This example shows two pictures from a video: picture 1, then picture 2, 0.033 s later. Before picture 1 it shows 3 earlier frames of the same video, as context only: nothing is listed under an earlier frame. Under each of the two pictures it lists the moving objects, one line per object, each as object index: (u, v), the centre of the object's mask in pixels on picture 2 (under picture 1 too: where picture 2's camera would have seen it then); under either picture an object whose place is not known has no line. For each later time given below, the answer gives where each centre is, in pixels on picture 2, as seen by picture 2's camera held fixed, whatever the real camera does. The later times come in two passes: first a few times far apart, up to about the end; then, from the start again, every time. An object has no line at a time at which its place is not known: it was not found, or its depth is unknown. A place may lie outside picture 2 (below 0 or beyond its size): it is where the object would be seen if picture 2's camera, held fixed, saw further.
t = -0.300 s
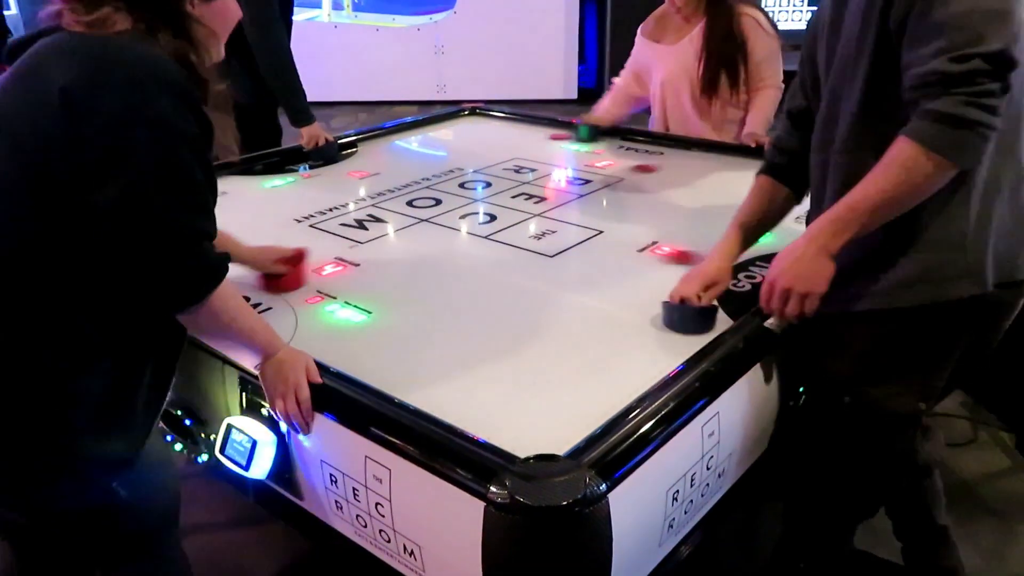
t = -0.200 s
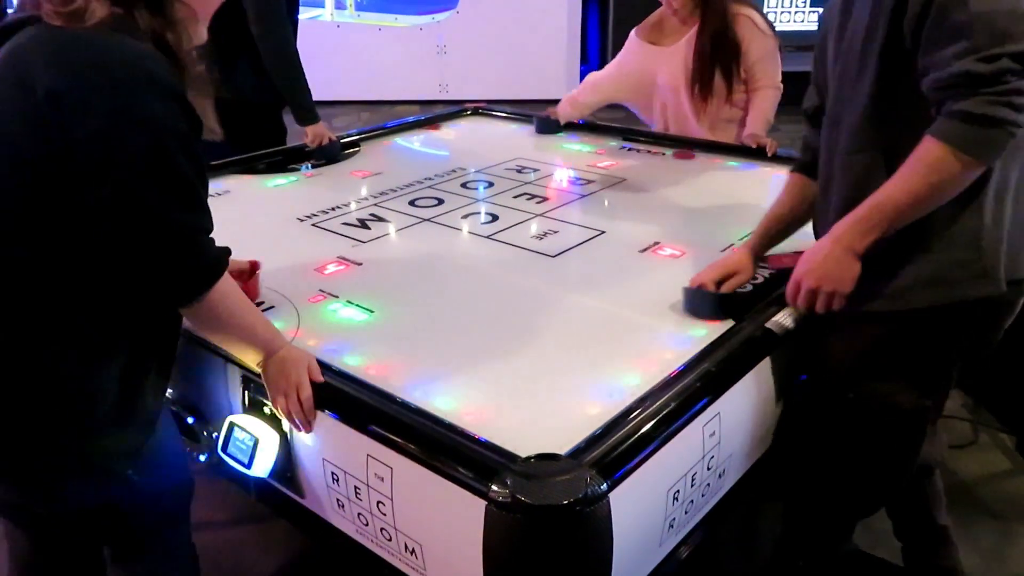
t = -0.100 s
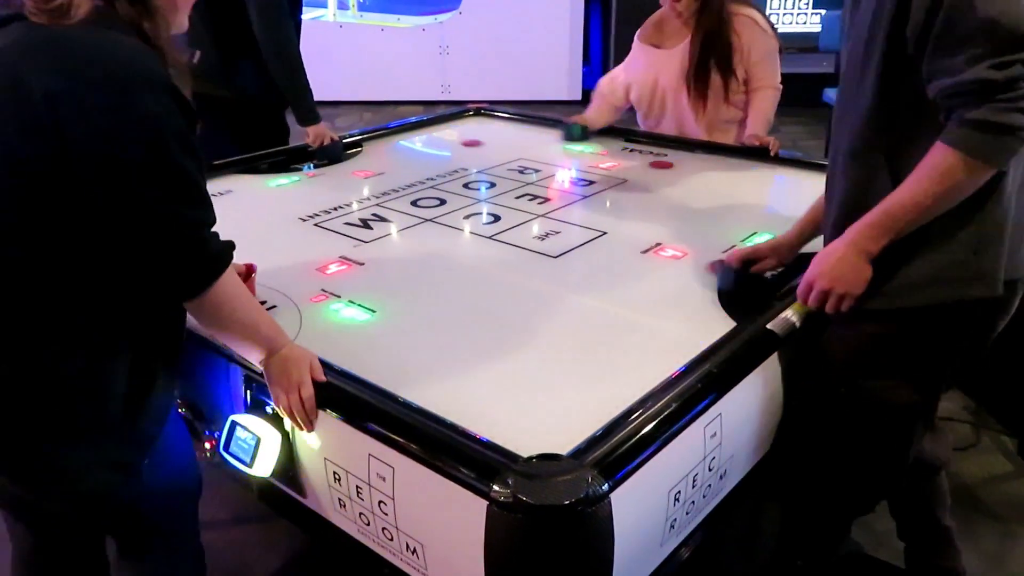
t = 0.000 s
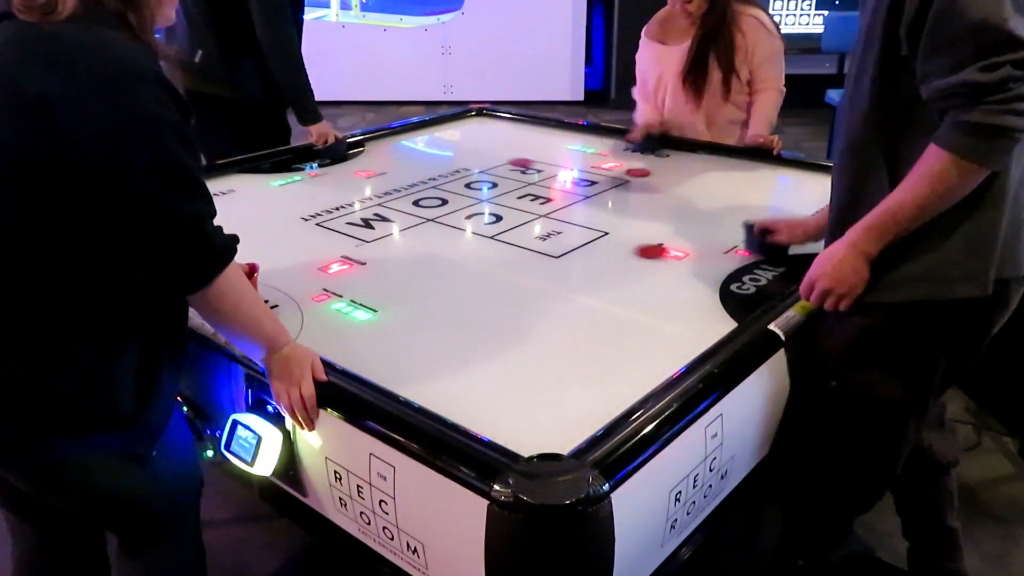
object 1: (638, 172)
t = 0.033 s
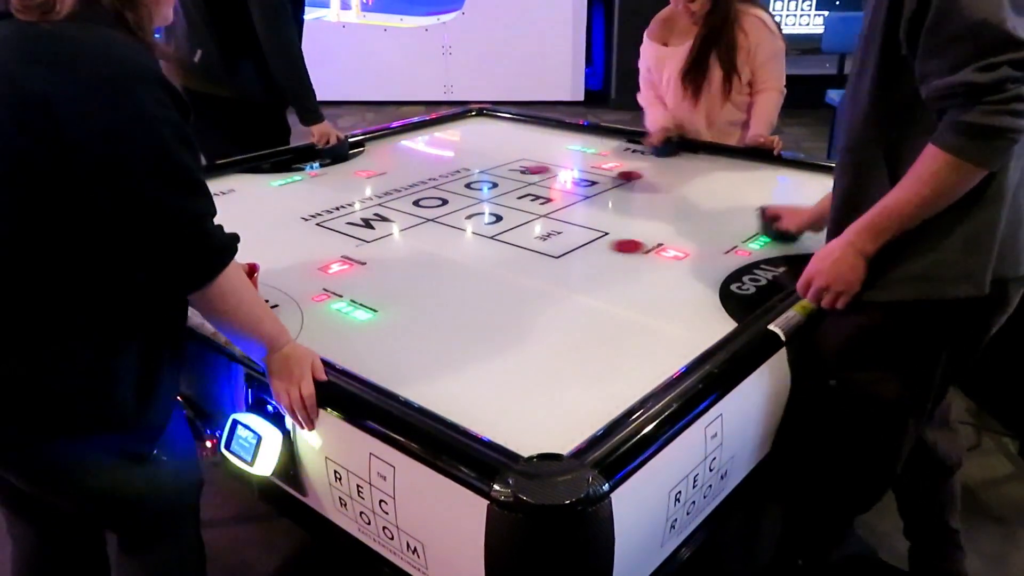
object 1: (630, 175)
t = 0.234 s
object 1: (575, 191)
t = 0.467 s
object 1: (505, 211)
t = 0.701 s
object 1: (429, 234)
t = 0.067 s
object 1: (622, 178)
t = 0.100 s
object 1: (614, 180)
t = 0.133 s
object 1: (603, 182)
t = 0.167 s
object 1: (593, 185)
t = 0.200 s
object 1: (584, 187)
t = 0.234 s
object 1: (575, 191)
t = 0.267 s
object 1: (565, 193)
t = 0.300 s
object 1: (557, 196)
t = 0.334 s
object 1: (546, 199)
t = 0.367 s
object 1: (538, 202)
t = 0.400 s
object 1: (526, 206)
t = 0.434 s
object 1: (516, 208)
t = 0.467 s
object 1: (505, 211)
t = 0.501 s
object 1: (497, 215)
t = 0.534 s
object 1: (485, 218)
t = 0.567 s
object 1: (474, 220)
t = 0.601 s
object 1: (462, 224)
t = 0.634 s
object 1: (452, 227)
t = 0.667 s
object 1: (441, 231)
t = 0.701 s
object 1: (429, 234)
